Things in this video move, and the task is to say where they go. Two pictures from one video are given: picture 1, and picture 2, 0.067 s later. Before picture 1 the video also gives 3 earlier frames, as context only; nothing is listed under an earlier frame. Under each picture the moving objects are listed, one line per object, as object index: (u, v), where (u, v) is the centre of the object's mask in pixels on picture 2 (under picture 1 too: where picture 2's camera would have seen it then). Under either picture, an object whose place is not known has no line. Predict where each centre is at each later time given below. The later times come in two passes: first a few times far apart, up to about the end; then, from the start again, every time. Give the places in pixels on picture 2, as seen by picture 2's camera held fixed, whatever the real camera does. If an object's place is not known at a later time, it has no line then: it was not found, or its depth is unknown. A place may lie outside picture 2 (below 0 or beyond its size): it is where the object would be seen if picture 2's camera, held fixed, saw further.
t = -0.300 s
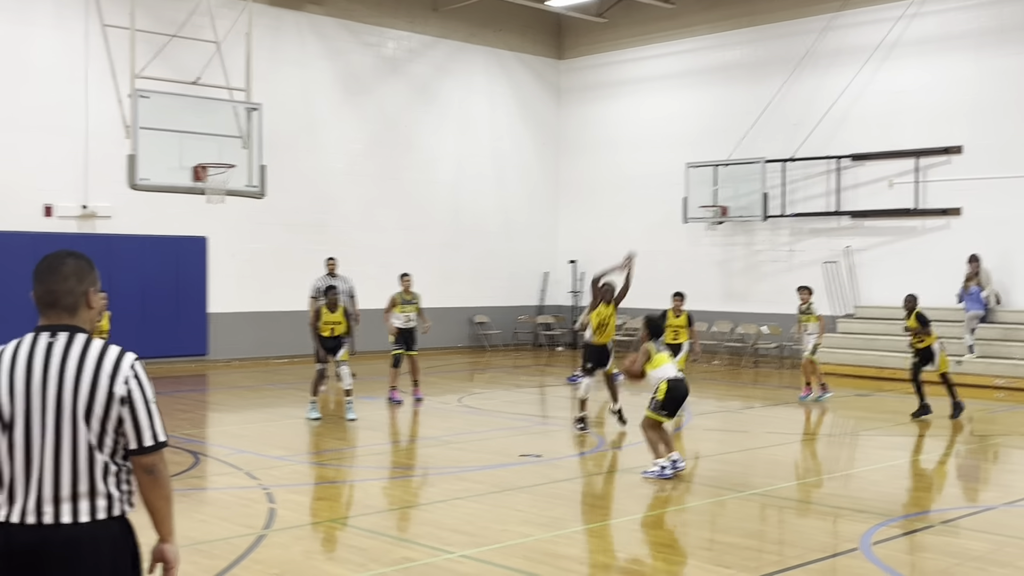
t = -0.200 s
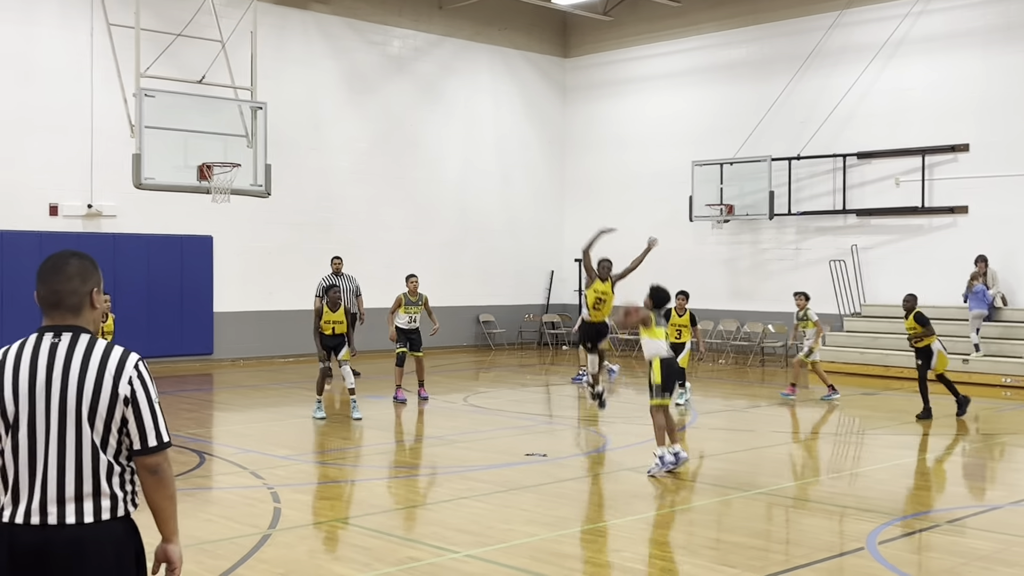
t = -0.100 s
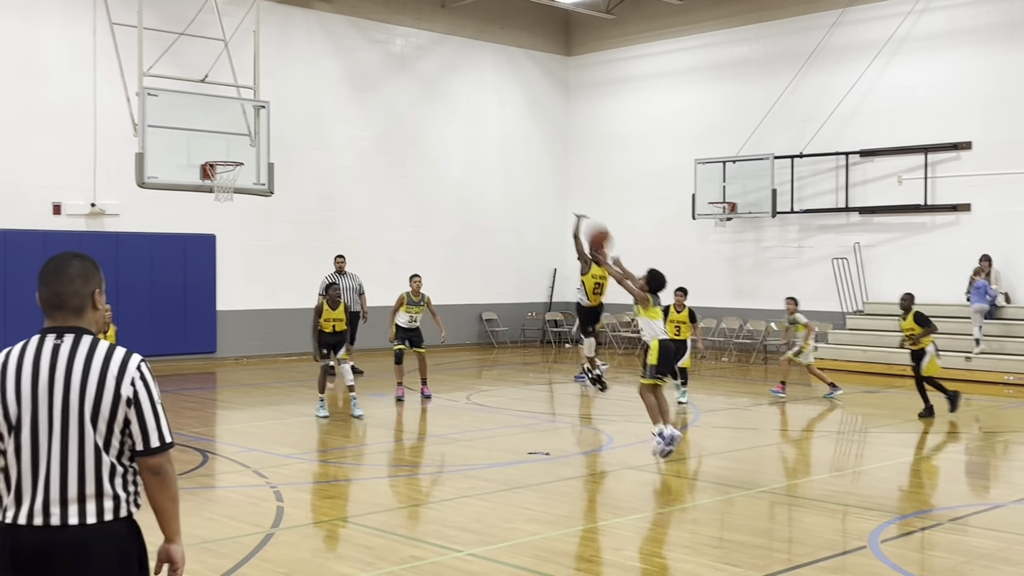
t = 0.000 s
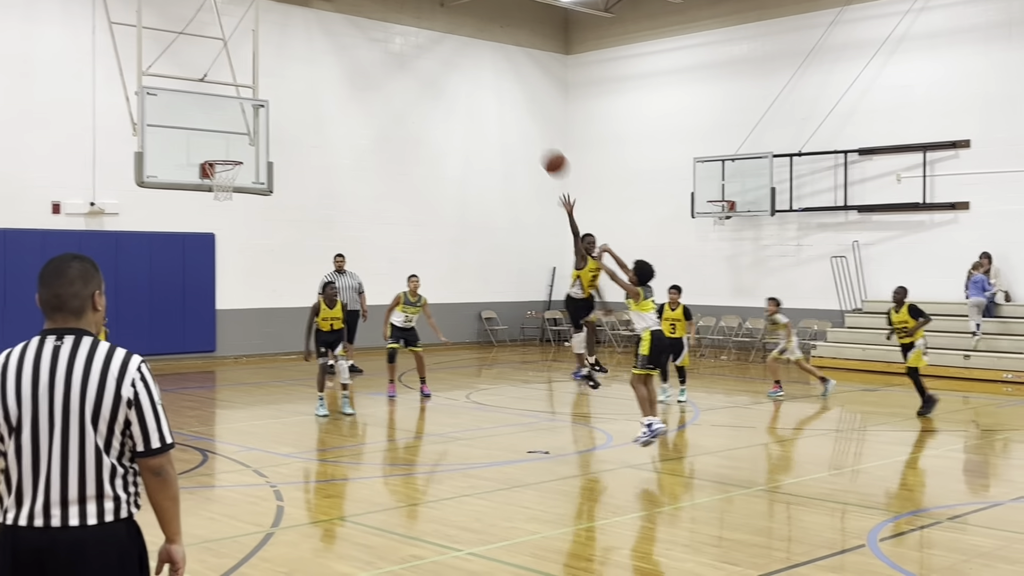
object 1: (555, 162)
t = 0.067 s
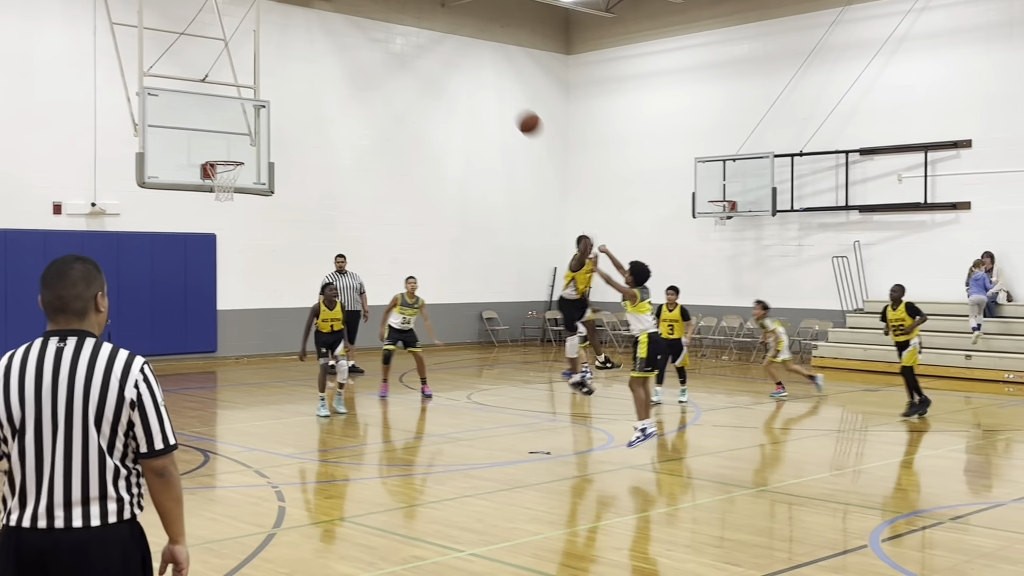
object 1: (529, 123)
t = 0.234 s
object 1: (467, 50)
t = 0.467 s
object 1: (390, 3)
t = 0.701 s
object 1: (324, 3)
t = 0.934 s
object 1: (266, 49)
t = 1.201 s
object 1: (210, 143)
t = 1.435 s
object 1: (236, 113)
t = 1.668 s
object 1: (271, 101)
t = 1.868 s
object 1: (302, 126)
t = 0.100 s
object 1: (516, 105)
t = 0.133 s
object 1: (503, 89)
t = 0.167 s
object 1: (491, 75)
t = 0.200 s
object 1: (479, 62)
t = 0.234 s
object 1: (467, 50)
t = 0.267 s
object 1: (455, 39)
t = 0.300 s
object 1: (444, 30)
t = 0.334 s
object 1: (433, 23)
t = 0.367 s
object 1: (422, 16)
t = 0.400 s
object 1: (411, 10)
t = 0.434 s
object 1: (401, 6)
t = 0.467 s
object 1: (390, 3)
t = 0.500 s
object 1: (380, 2)
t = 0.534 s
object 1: (371, 1)
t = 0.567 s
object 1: (361, 0)
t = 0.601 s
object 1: (352, 0)
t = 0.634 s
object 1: (342, 0)
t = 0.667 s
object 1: (333, 1)
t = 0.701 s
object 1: (324, 3)
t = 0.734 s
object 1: (315, 7)
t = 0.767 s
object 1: (307, 13)
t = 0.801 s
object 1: (298, 18)
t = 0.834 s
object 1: (290, 25)
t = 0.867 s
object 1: (282, 32)
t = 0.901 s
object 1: (274, 40)
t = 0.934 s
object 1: (266, 49)
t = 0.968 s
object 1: (259, 58)
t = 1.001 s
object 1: (252, 68)
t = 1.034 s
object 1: (244, 79)
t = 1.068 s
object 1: (237, 91)
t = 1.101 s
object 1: (230, 103)
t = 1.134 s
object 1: (223, 116)
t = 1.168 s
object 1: (217, 129)
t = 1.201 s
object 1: (210, 143)
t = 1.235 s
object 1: (209, 154)
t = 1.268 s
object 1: (213, 148)
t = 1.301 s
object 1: (218, 140)
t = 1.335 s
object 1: (223, 132)
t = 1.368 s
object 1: (227, 125)
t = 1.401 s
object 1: (232, 119)
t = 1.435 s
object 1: (236, 113)
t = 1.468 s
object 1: (241, 109)
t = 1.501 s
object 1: (246, 105)
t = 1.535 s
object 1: (250, 103)
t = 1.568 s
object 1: (255, 101)
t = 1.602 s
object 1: (261, 100)
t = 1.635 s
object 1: (265, 100)
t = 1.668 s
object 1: (271, 101)
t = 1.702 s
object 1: (276, 102)
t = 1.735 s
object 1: (281, 105)
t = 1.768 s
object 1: (287, 109)
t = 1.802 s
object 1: (292, 114)
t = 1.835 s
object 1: (297, 119)
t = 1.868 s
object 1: (302, 126)
